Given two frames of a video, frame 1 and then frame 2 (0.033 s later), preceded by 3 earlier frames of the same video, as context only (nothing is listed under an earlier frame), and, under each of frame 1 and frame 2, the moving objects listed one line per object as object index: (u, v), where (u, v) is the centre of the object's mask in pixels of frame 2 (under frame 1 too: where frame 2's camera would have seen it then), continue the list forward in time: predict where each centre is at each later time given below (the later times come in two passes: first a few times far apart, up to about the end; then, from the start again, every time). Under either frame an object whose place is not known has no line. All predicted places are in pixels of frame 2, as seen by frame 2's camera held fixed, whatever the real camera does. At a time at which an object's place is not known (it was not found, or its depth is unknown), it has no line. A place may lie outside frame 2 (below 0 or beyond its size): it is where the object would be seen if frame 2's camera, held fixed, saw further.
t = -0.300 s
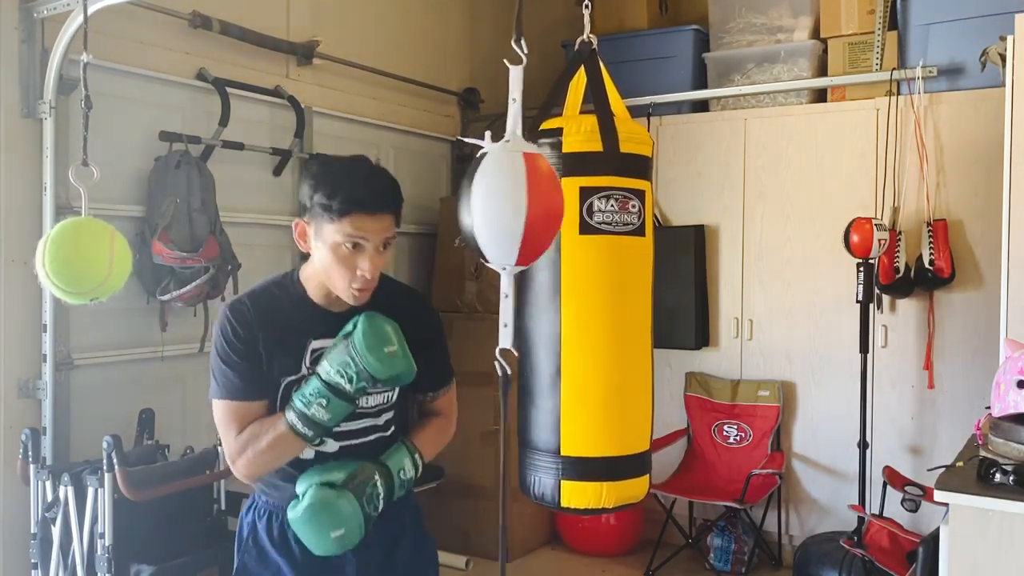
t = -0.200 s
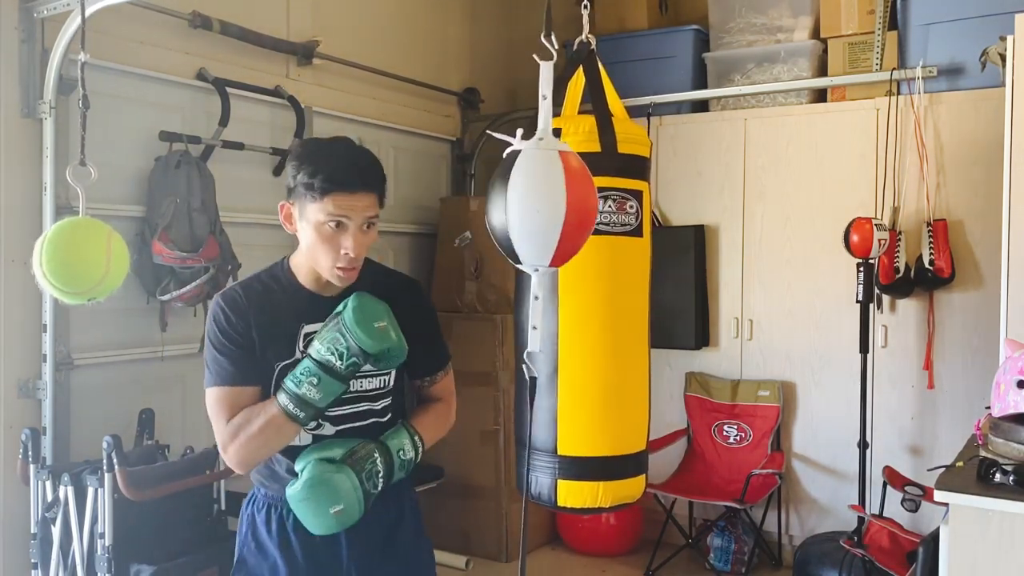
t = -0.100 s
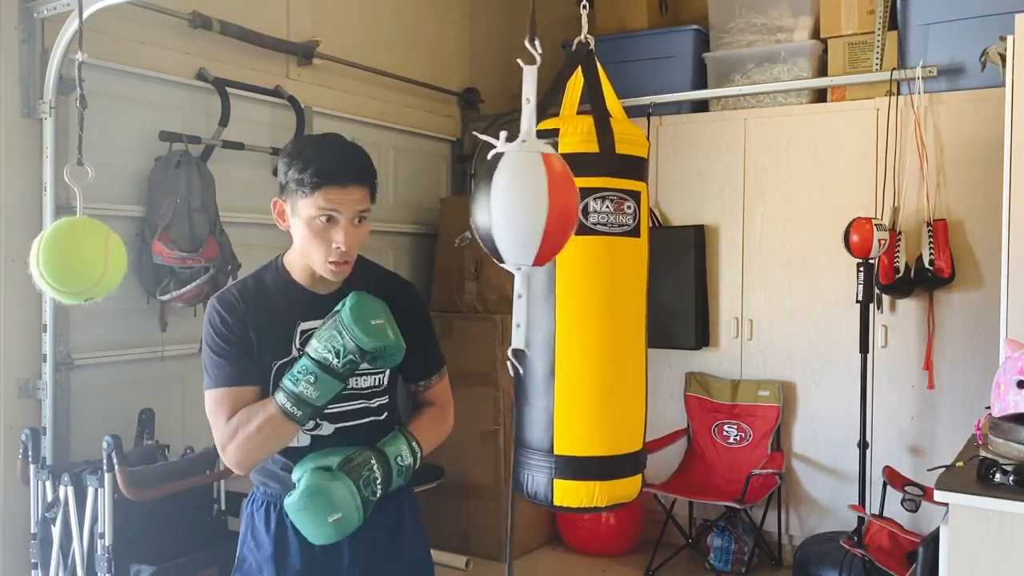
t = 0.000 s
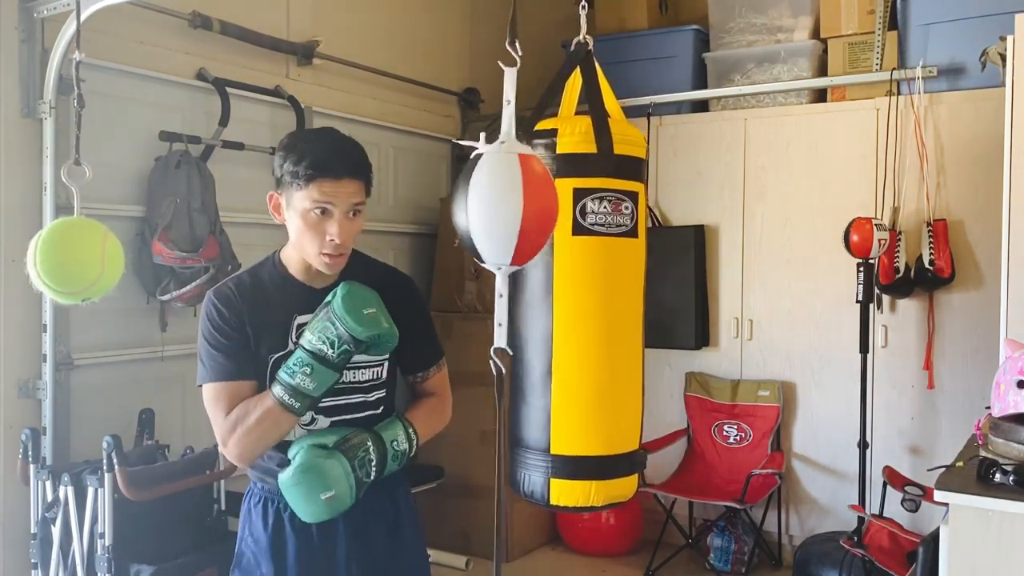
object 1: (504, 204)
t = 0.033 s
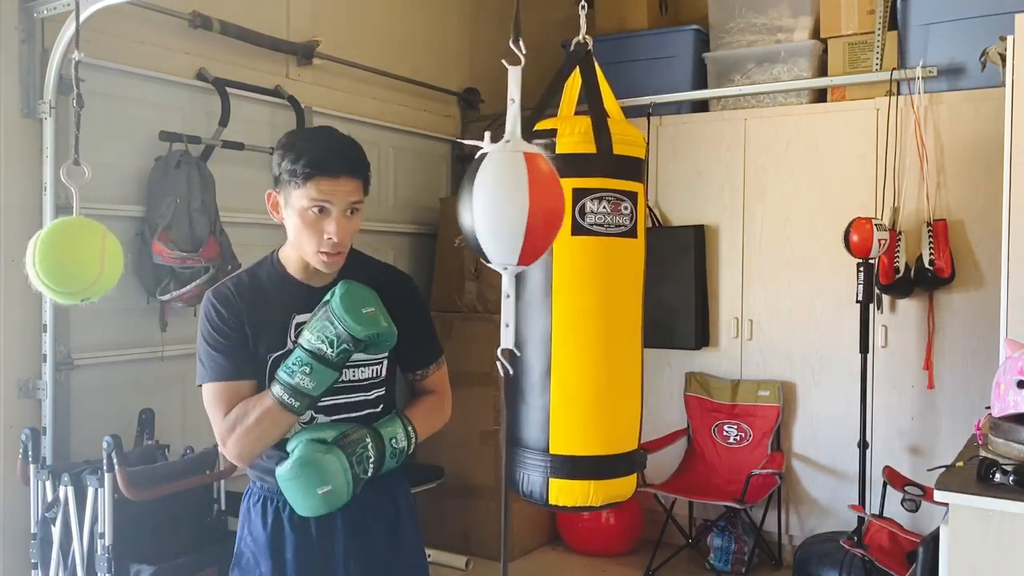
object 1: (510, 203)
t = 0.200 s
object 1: (535, 203)
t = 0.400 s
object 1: (519, 204)
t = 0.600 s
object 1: (515, 205)
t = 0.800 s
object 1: (539, 205)
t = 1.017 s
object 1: (507, 203)
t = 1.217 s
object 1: (534, 203)
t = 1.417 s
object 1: (524, 203)
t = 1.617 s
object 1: (513, 204)
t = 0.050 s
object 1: (515, 202)
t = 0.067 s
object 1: (521, 202)
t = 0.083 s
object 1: (526, 202)
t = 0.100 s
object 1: (533, 202)
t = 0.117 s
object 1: (536, 202)
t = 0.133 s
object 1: (540, 203)
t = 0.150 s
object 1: (542, 203)
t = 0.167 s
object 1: (541, 203)
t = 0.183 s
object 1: (539, 203)
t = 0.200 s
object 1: (535, 203)
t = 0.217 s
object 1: (531, 203)
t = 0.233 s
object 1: (525, 203)
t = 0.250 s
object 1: (519, 203)
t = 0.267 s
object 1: (513, 204)
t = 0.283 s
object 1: (509, 205)
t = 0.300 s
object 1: (505, 205)
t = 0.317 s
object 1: (504, 205)
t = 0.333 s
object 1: (504, 205)
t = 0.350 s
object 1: (506, 205)
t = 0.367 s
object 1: (509, 204)
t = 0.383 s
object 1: (514, 204)
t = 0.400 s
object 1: (519, 204)
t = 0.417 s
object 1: (525, 204)
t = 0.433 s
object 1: (531, 204)
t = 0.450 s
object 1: (536, 204)
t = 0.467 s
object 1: (540, 204)
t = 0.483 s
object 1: (541, 204)
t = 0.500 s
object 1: (542, 205)
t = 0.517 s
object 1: (540, 205)
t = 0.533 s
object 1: (536, 205)
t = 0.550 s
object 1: (531, 205)
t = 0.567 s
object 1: (526, 205)
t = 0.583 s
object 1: (520, 205)
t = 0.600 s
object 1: (515, 205)
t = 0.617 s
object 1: (510, 205)
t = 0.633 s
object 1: (507, 205)
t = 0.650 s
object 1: (505, 205)
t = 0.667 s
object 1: (505, 205)
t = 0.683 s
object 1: (507, 204)
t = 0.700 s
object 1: (510, 205)
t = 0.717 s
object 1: (514, 205)
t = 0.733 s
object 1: (519, 205)
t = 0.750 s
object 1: (525, 205)
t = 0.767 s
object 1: (531, 205)
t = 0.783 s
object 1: (535, 205)
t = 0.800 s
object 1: (539, 205)
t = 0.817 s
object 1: (541, 205)
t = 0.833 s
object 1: (542, 204)
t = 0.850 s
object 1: (541, 204)
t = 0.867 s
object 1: (537, 205)
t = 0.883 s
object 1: (532, 204)
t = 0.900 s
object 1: (527, 204)
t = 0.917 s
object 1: (522, 204)
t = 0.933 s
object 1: (517, 204)
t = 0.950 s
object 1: (512, 204)
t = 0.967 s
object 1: (509, 203)
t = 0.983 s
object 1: (507, 203)
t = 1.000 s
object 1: (506, 203)
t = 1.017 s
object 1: (507, 203)
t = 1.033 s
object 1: (510, 203)
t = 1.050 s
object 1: (513, 203)
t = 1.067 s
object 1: (519, 203)
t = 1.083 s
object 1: (525, 203)
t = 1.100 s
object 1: (530, 203)
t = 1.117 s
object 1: (535, 203)
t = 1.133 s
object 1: (539, 203)
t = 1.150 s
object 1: (542, 203)
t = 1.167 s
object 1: (543, 203)
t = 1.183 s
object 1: (542, 203)
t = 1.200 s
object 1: (539, 203)
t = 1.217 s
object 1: (534, 203)
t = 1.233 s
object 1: (530, 203)
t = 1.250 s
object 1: (524, 203)
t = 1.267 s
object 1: (519, 204)
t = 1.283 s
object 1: (514, 204)
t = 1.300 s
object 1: (510, 204)
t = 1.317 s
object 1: (508, 204)
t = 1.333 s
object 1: (507, 204)
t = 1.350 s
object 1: (507, 203)
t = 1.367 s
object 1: (510, 203)
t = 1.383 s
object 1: (513, 203)
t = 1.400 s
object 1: (518, 203)
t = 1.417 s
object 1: (524, 203)
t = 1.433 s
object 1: (529, 203)
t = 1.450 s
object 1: (534, 203)
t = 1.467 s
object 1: (537, 203)
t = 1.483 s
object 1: (540, 204)
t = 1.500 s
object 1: (540, 204)
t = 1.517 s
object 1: (539, 204)
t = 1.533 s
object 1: (537, 204)
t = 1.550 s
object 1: (533, 204)
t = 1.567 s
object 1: (529, 204)
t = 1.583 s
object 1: (523, 204)
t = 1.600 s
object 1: (518, 204)
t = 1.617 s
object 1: (513, 204)
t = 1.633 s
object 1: (510, 205)
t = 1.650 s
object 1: (508, 204)
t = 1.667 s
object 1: (507, 204)
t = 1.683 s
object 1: (508, 204)
